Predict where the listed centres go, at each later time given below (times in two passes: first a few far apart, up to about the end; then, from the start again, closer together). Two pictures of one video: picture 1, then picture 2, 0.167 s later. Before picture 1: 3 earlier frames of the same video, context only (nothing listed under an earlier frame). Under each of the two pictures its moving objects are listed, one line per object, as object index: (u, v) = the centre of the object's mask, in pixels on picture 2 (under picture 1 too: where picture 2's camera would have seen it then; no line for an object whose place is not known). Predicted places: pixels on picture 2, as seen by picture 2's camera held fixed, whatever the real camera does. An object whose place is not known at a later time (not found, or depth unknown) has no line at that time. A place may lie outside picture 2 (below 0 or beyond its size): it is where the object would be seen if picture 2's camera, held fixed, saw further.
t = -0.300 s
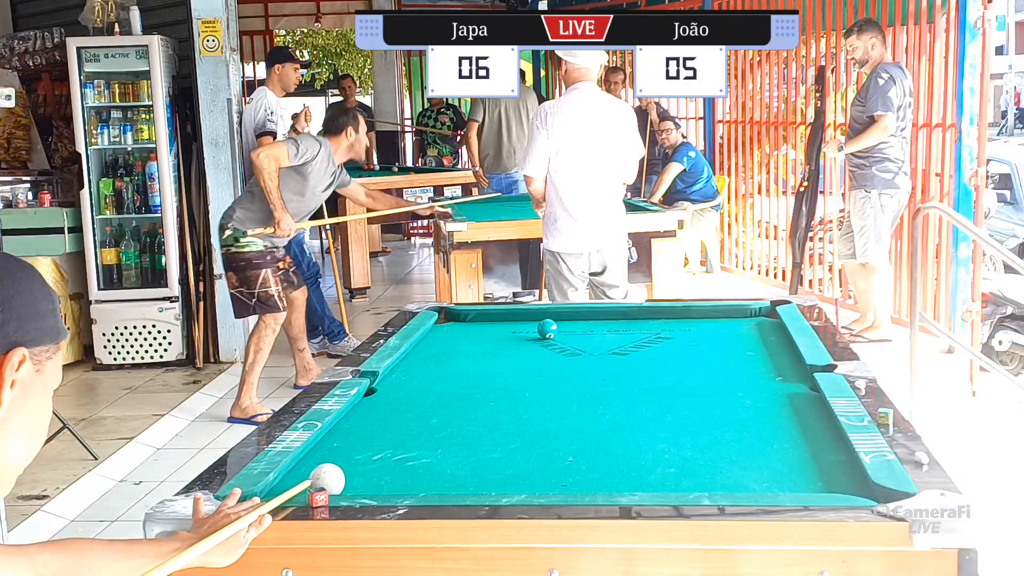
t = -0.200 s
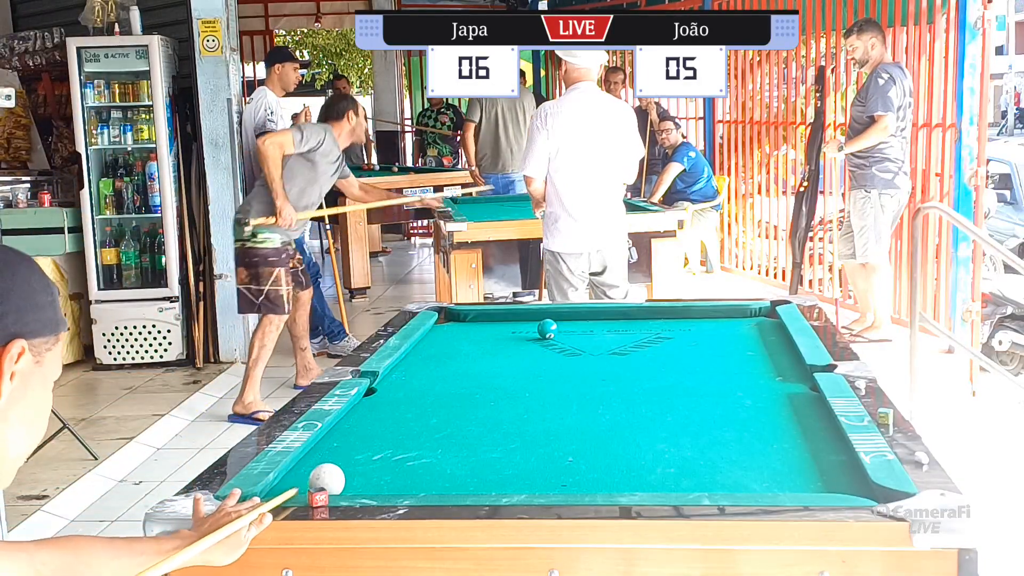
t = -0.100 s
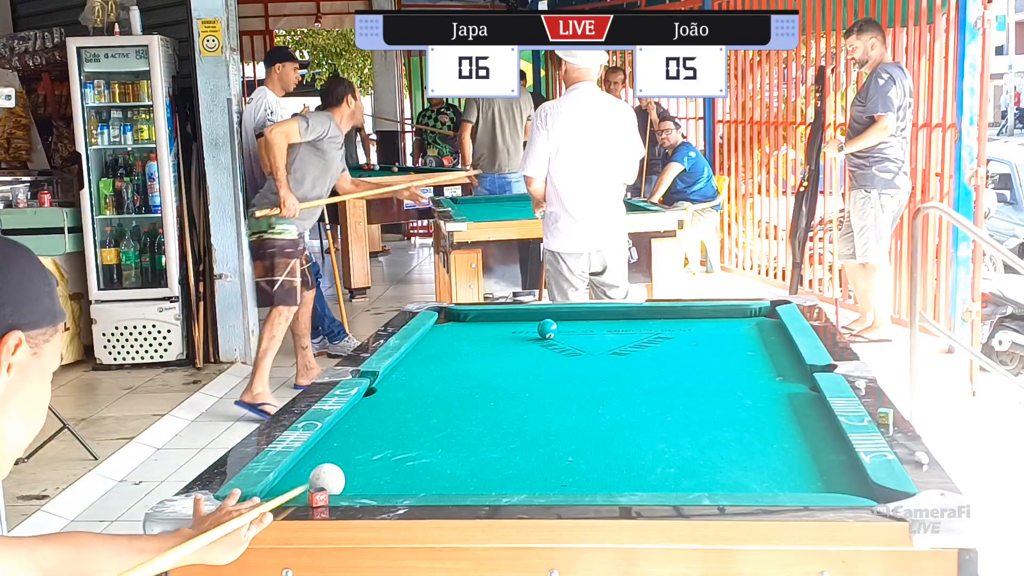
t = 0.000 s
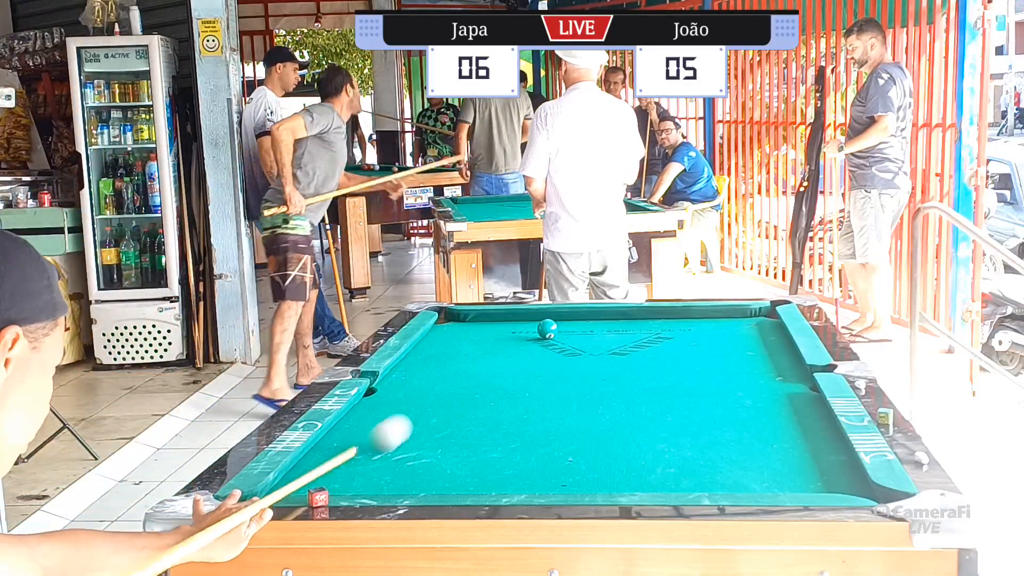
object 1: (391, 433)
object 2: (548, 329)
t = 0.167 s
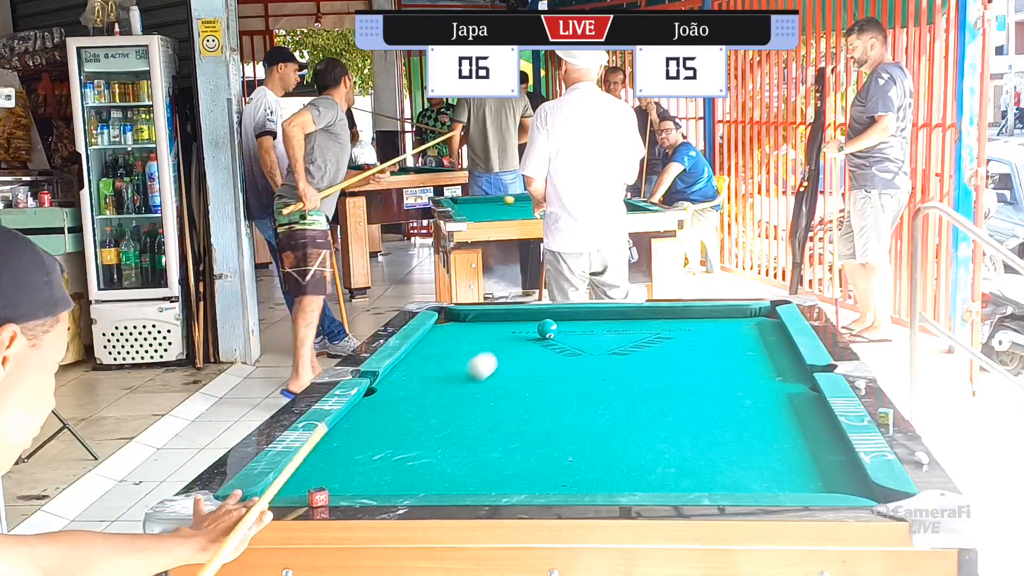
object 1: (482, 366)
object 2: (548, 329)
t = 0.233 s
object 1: (509, 346)
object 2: (548, 329)
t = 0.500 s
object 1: (476, 324)
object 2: (678, 314)
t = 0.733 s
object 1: (419, 348)
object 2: (761, 322)
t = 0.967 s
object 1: (420, 369)
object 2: (733, 334)
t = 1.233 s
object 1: (418, 397)
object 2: (677, 348)
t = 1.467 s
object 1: (417, 425)
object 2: (627, 360)
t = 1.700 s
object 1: (415, 460)
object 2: (576, 374)
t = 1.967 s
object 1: (430, 482)
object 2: (512, 391)
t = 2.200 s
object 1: (478, 463)
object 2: (454, 406)
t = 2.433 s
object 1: (519, 444)
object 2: (392, 424)
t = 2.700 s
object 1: (559, 425)
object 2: (330, 443)
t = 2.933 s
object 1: (589, 411)
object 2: (343, 457)
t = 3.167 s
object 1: (615, 398)
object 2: (354, 470)
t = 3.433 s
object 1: (640, 386)
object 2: (368, 482)
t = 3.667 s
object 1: (659, 378)
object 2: (381, 487)
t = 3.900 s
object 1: (676, 370)
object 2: (399, 484)
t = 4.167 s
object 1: (693, 362)
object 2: (417, 480)
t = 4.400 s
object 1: (705, 357)
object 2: (428, 476)
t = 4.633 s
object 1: (717, 352)
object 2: (437, 473)
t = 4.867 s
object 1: (728, 348)
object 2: (444, 471)
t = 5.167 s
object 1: (738, 343)
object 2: (448, 469)
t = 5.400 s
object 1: (745, 341)
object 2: (448, 470)
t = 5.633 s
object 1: (750, 339)
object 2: (447, 470)
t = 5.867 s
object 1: (755, 337)
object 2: (447, 470)
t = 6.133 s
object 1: (758, 336)
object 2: (447, 470)
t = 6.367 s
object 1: (760, 336)
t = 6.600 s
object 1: (760, 335)
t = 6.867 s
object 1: (760, 336)
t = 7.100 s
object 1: (760, 336)
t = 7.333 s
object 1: (760, 336)
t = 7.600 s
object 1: (760, 336)
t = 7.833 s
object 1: (760, 336)
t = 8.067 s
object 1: (760, 336)
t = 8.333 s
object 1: (760, 336)
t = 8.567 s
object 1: (760, 336)
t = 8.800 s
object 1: (760, 336)
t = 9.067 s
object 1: (760, 336)
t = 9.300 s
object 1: (760, 336)
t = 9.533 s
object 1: (760, 336)
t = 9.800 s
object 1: (760, 336)
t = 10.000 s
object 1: (760, 336)
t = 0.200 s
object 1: (496, 356)
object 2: (547, 329)
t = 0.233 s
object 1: (509, 346)
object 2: (548, 329)
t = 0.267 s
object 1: (521, 337)
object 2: (548, 329)
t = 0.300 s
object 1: (527, 330)
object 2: (553, 328)
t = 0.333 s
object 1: (518, 325)
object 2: (578, 324)
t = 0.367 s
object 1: (510, 321)
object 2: (602, 321)
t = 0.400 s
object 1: (502, 316)
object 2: (625, 318)
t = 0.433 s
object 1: (494, 316)
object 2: (647, 315)
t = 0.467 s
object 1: (485, 320)
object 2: (665, 313)
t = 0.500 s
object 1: (476, 324)
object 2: (678, 314)
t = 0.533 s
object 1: (467, 327)
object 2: (690, 314)
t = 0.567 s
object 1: (459, 331)
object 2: (701, 316)
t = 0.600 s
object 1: (450, 334)
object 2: (713, 317)
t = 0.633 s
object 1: (441, 338)
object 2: (724, 318)
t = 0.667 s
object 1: (433, 342)
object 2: (736, 320)
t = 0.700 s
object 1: (425, 345)
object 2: (748, 321)
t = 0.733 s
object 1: (419, 348)
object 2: (761, 322)
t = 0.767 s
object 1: (420, 351)
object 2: (770, 321)
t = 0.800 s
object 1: (420, 354)
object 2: (767, 326)
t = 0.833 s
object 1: (420, 357)
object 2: (760, 327)
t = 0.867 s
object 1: (420, 360)
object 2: (754, 329)
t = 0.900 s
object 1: (420, 363)
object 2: (747, 331)
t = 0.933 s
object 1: (420, 366)
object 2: (740, 332)
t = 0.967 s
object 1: (420, 369)
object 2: (733, 334)
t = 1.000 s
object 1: (419, 372)
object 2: (726, 335)
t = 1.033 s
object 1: (419, 376)
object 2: (720, 338)
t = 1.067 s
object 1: (419, 379)
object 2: (712, 339)
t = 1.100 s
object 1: (419, 382)
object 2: (705, 341)
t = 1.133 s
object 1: (419, 386)
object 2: (698, 342)
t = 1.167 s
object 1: (419, 389)
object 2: (691, 344)
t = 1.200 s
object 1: (419, 393)
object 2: (685, 346)
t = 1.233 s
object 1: (418, 397)
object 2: (677, 348)
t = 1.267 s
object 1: (418, 400)
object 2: (670, 349)
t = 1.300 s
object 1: (418, 404)
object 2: (663, 351)
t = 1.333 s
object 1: (418, 408)
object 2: (656, 352)
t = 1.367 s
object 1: (418, 412)
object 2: (650, 355)
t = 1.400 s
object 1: (418, 417)
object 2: (641, 357)
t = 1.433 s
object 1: (417, 421)
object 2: (635, 359)
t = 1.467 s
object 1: (417, 425)
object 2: (627, 360)
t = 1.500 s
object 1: (417, 430)
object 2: (619, 362)
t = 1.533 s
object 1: (416, 435)
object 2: (613, 364)
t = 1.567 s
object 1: (416, 439)
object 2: (605, 366)
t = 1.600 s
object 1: (416, 444)
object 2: (598, 368)
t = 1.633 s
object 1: (415, 449)
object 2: (589, 370)
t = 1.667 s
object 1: (415, 455)
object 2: (582, 371)
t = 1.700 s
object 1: (415, 460)
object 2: (576, 374)
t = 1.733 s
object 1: (415, 465)
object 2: (568, 376)
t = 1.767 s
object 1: (414, 471)
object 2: (559, 378)
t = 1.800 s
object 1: (414, 476)
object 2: (552, 380)
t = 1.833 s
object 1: (413, 480)
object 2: (544, 382)
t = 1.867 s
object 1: (413, 483)
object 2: (536, 384)
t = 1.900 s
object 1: (413, 486)
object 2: (529, 387)
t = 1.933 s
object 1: (421, 484)
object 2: (521, 388)
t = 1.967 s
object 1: (430, 482)
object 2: (512, 391)
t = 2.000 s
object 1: (437, 480)
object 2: (504, 393)
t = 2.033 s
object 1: (445, 478)
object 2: (496, 395)
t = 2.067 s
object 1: (452, 475)
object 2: (488, 397)
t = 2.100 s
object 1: (459, 472)
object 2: (480, 399)
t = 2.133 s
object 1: (465, 469)
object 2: (471, 402)
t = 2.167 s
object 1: (472, 466)
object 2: (462, 404)
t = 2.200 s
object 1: (478, 463)
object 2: (454, 406)
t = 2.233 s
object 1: (485, 460)
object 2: (445, 409)
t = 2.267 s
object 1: (490, 457)
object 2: (437, 411)
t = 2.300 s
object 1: (496, 454)
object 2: (428, 414)
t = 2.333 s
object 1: (502, 452)
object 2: (419, 416)
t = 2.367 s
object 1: (508, 449)
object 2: (410, 418)
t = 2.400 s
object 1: (514, 446)
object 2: (401, 421)
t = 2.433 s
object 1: (519, 444)
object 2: (392, 424)
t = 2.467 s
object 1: (525, 441)
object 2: (383, 426)
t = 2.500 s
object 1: (530, 438)
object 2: (374, 429)
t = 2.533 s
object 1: (535, 436)
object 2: (364, 431)
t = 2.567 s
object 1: (540, 434)
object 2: (354, 433)
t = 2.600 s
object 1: (545, 432)
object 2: (345, 436)
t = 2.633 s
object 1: (550, 429)
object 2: (335, 439)
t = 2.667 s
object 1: (555, 427)
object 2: (327, 442)
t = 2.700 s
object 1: (559, 425)
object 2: (330, 443)
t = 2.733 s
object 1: (564, 423)
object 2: (332, 445)
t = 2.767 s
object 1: (569, 421)
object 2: (334, 447)
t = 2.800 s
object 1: (573, 419)
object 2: (336, 449)
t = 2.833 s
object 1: (577, 417)
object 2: (338, 451)
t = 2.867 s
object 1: (581, 415)
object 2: (339, 453)
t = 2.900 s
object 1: (585, 413)
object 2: (341, 455)
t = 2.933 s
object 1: (589, 411)
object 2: (343, 457)
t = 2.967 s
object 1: (593, 409)
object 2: (344, 458)
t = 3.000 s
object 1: (597, 407)
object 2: (346, 460)
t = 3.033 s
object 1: (601, 405)
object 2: (348, 462)
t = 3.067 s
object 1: (605, 404)
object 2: (349, 464)
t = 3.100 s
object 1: (608, 402)
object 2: (351, 466)
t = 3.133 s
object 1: (612, 400)
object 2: (353, 468)
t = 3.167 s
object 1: (615, 398)
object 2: (354, 470)
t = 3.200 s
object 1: (618, 397)
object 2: (356, 471)
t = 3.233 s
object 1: (622, 396)
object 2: (358, 473)
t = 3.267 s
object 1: (625, 394)
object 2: (360, 475)
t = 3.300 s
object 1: (628, 392)
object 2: (361, 477)
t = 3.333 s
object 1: (632, 391)
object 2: (363, 478)
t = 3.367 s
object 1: (635, 389)
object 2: (365, 480)
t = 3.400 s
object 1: (638, 388)
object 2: (367, 481)
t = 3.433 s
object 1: (640, 386)
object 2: (368, 482)
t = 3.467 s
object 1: (643, 385)
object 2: (370, 483)
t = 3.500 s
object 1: (646, 384)
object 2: (372, 484)
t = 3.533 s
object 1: (649, 383)
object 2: (374, 485)
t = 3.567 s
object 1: (652, 381)
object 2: (375, 486)
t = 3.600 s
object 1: (654, 380)
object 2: (377, 487)
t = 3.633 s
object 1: (657, 379)
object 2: (379, 487)
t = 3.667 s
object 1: (659, 378)
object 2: (381, 487)
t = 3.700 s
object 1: (662, 377)
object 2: (383, 487)
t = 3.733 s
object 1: (665, 375)
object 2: (386, 486)
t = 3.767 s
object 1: (667, 374)
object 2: (389, 486)
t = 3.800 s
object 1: (670, 373)
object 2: (392, 485)
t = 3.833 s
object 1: (672, 372)
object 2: (395, 485)
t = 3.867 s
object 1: (674, 371)
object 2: (397, 484)
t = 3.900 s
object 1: (676, 370)
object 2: (399, 484)
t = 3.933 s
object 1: (678, 369)
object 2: (402, 483)
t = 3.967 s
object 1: (681, 368)
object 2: (404, 483)
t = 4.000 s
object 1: (683, 367)
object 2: (407, 482)
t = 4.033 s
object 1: (685, 366)
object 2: (409, 482)
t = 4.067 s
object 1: (687, 365)
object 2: (411, 481)
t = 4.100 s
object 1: (689, 364)
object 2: (413, 481)
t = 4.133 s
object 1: (691, 363)
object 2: (415, 480)
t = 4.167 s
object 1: (693, 362)
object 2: (417, 480)
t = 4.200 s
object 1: (695, 362)
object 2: (419, 479)
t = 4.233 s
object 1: (697, 361)
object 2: (420, 479)
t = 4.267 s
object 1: (698, 360)
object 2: (422, 478)
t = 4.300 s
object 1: (700, 359)
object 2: (424, 478)
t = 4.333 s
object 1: (702, 358)
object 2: (425, 477)
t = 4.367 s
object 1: (704, 358)
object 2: (427, 477)
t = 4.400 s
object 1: (705, 357)
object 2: (428, 476)
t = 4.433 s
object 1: (707, 356)
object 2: (429, 476)
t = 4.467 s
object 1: (709, 356)
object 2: (431, 475)
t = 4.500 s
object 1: (711, 355)
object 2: (432, 475)
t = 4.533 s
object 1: (712, 354)
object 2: (433, 474)
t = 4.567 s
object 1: (715, 353)
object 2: (435, 474)
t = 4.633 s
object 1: (717, 352)
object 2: (437, 473)
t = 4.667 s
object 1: (718, 352)
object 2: (438, 473)
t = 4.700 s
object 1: (720, 351)
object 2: (439, 472)
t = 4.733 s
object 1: (721, 351)
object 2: (440, 472)
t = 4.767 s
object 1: (723, 350)
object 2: (441, 471)
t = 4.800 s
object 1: (724, 349)
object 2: (441, 471)
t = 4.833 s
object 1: (727, 348)
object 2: (443, 471)
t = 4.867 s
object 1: (728, 348)
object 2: (444, 471)
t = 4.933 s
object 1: (730, 347)
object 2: (445, 470)
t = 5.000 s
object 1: (732, 346)
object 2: (446, 470)
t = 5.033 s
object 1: (733, 346)
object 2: (446, 470)
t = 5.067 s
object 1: (735, 345)
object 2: (447, 470)
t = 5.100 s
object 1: (736, 344)
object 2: (448, 470)
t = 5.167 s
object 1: (738, 343)
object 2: (448, 469)
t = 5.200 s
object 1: (739, 343)
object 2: (448, 469)
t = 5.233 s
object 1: (740, 343)
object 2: (448, 469)
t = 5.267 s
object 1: (741, 342)
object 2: (448, 469)
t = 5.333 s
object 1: (743, 342)
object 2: (448, 469)
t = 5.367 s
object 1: (744, 341)
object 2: (448, 469)
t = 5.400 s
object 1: (745, 341)
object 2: (448, 470)
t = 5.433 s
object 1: (746, 341)
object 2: (448, 470)
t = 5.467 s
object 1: (746, 340)
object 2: (448, 470)
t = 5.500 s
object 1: (747, 340)
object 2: (447, 470)
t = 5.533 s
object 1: (748, 340)
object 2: (447, 470)
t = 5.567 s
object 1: (749, 339)
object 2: (447, 470)
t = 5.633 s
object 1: (750, 339)
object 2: (447, 470)
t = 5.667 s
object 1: (751, 339)
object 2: (447, 470)
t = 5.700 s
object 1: (752, 338)
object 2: (447, 470)
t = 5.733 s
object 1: (752, 338)
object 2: (447, 470)
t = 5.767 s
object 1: (753, 338)
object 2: (447, 470)
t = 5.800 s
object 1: (754, 338)
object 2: (447, 470)
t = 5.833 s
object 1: (754, 338)
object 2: (447, 470)
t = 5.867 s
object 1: (755, 337)
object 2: (447, 470)
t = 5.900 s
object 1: (755, 337)
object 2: (447, 470)
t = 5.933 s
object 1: (756, 337)
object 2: (447, 470)
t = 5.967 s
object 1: (756, 337)
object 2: (447, 470)
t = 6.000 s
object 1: (757, 337)
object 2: (447, 470)
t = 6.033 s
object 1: (757, 337)
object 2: (447, 470)
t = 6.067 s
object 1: (758, 336)
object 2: (447, 470)
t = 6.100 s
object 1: (758, 336)
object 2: (447, 470)
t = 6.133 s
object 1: (758, 336)
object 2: (447, 470)
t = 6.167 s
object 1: (758, 336)
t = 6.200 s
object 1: (759, 336)
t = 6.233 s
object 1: (759, 336)
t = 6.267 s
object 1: (759, 336)
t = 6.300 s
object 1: (759, 336)
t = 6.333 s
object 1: (760, 336)
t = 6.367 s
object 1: (760, 336)
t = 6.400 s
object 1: (760, 335)
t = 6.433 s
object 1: (760, 335)
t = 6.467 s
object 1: (760, 336)
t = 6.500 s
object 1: (760, 335)
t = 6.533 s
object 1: (760, 335)
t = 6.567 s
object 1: (760, 335)
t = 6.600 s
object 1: (760, 335)
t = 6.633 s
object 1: (760, 335)
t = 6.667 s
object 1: (760, 335)
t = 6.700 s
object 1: (760, 336)
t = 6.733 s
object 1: (760, 336)
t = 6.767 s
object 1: (760, 336)
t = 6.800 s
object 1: (760, 336)
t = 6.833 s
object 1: (760, 336)
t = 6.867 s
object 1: (760, 336)
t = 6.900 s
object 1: (760, 336)
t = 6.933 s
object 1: (760, 336)
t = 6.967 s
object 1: (760, 336)
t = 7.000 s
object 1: (760, 336)
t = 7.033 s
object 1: (760, 336)
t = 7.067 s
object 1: (760, 336)
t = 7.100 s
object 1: (760, 336)
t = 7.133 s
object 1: (760, 335)
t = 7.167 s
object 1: (760, 336)
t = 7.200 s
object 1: (760, 336)
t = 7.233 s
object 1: (760, 336)
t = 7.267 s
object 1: (760, 336)
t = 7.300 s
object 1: (760, 336)
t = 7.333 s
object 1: (760, 336)
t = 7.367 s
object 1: (760, 336)
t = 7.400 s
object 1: (760, 336)
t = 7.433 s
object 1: (760, 336)
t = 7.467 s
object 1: (760, 336)
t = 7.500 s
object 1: (760, 336)
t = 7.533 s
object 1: (760, 336)
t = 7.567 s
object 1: (760, 336)
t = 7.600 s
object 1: (760, 336)
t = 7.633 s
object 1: (760, 336)
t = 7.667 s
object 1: (760, 336)
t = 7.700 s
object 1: (760, 336)
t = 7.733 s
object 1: (760, 336)
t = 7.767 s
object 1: (760, 336)
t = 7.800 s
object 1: (760, 336)
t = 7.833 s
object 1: (760, 336)
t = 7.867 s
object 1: (760, 336)
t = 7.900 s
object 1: (760, 336)
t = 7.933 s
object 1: (760, 336)
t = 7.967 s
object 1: (760, 336)
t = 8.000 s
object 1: (760, 336)
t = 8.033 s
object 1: (760, 336)
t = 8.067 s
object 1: (760, 336)
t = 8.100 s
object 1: (760, 336)
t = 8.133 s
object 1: (760, 336)
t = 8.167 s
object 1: (760, 335)
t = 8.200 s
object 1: (760, 336)
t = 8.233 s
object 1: (760, 336)
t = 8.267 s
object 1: (760, 336)
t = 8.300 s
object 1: (760, 335)
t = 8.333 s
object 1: (760, 336)
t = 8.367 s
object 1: (760, 336)
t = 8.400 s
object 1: (760, 336)
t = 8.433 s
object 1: (760, 336)
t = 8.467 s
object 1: (760, 335)
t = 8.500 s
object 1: (760, 336)
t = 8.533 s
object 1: (760, 336)
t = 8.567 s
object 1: (760, 336)
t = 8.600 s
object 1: (760, 336)
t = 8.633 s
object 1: (760, 336)
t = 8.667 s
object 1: (760, 336)
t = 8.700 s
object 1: (760, 336)
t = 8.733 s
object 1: (760, 336)
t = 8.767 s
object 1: (760, 336)
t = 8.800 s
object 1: (760, 336)
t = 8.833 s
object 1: (760, 336)
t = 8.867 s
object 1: (760, 336)
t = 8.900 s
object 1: (760, 336)
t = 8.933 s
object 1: (760, 336)
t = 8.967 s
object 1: (760, 336)
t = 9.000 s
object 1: (760, 336)
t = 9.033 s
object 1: (760, 336)
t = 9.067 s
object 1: (760, 336)
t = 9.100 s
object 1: (760, 336)
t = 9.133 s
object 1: (760, 336)
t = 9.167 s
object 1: (760, 336)
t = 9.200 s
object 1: (760, 336)
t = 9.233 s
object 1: (760, 336)
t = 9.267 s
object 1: (760, 336)
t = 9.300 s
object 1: (760, 336)
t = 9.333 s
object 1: (760, 336)
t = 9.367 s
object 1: (760, 335)
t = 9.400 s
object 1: (760, 336)
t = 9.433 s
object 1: (760, 336)
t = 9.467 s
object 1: (760, 335)
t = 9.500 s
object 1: (760, 336)
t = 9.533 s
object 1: (760, 336)
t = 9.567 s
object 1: (760, 336)
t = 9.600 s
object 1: (760, 336)
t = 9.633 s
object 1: (760, 336)
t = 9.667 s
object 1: (760, 335)
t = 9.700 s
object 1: (760, 336)
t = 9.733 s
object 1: (760, 336)
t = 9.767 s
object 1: (760, 336)
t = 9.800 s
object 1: (760, 336)
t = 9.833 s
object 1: (760, 335)
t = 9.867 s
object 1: (760, 336)
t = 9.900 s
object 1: (760, 335)
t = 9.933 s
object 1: (760, 335)
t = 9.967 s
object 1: (760, 335)
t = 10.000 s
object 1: (760, 336)
